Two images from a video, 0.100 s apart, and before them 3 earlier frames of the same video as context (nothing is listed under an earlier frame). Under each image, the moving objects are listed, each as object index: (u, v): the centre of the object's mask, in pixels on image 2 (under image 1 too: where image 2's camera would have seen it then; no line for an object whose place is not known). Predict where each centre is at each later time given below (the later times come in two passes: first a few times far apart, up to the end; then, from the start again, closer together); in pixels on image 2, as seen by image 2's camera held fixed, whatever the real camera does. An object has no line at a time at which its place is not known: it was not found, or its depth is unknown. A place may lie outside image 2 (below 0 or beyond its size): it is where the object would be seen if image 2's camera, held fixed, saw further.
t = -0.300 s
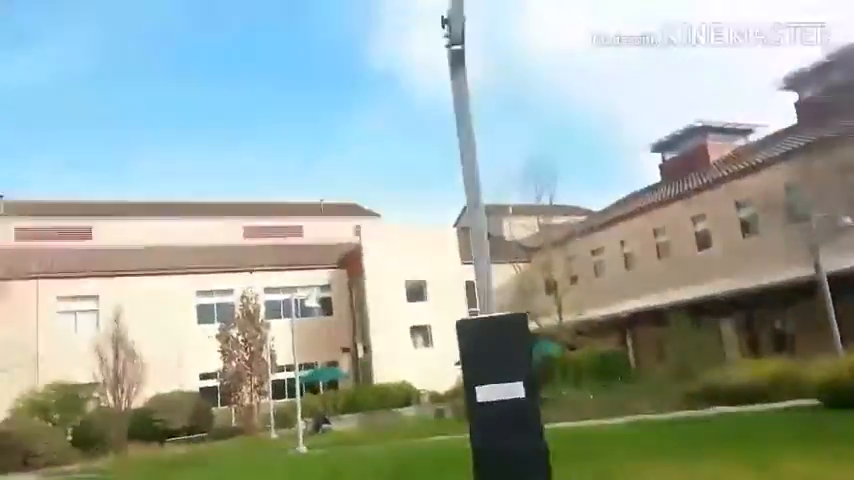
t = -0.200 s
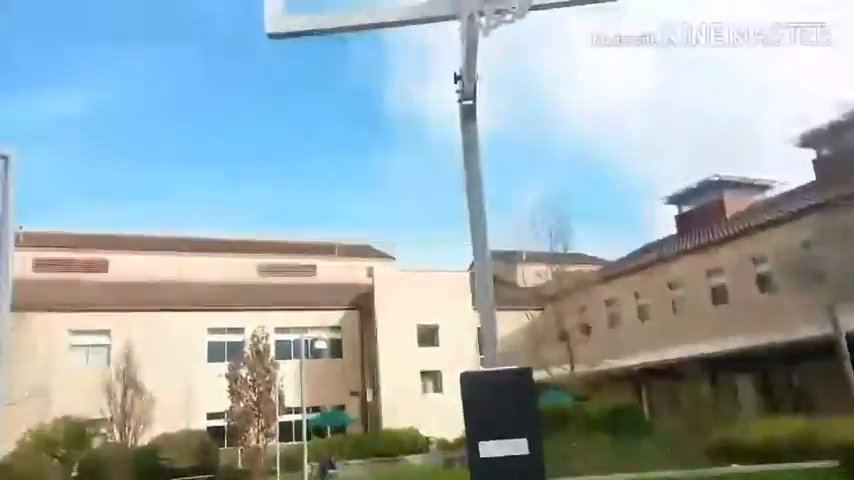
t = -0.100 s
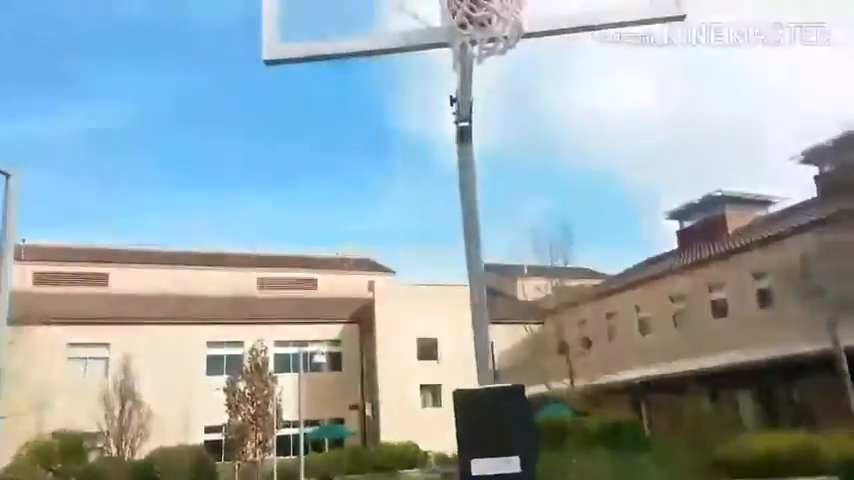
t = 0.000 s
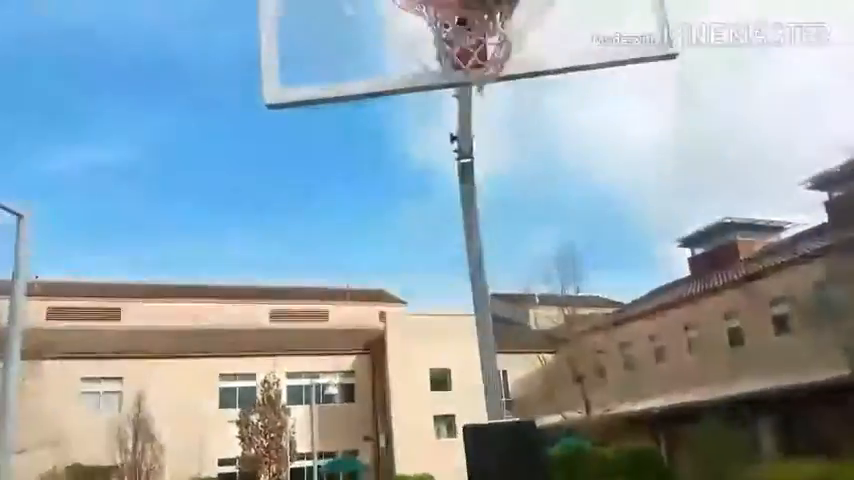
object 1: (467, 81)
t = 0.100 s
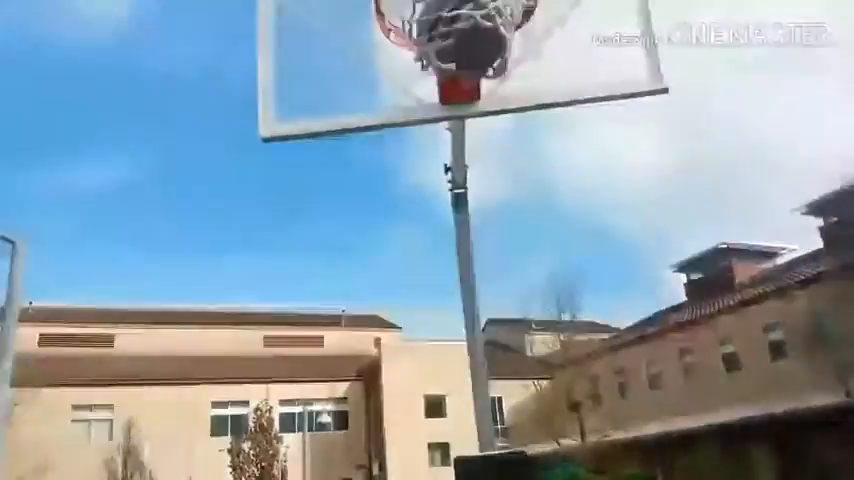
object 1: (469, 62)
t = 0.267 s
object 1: (440, 133)
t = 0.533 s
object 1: (441, 473)
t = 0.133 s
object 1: (456, 70)
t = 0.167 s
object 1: (458, 76)
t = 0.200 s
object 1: (449, 91)
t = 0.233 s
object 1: (443, 108)
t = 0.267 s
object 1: (440, 133)
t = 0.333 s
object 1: (435, 200)
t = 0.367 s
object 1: (435, 235)
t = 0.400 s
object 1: (432, 276)
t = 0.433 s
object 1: (433, 324)
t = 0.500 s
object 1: (435, 436)
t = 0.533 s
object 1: (441, 473)
